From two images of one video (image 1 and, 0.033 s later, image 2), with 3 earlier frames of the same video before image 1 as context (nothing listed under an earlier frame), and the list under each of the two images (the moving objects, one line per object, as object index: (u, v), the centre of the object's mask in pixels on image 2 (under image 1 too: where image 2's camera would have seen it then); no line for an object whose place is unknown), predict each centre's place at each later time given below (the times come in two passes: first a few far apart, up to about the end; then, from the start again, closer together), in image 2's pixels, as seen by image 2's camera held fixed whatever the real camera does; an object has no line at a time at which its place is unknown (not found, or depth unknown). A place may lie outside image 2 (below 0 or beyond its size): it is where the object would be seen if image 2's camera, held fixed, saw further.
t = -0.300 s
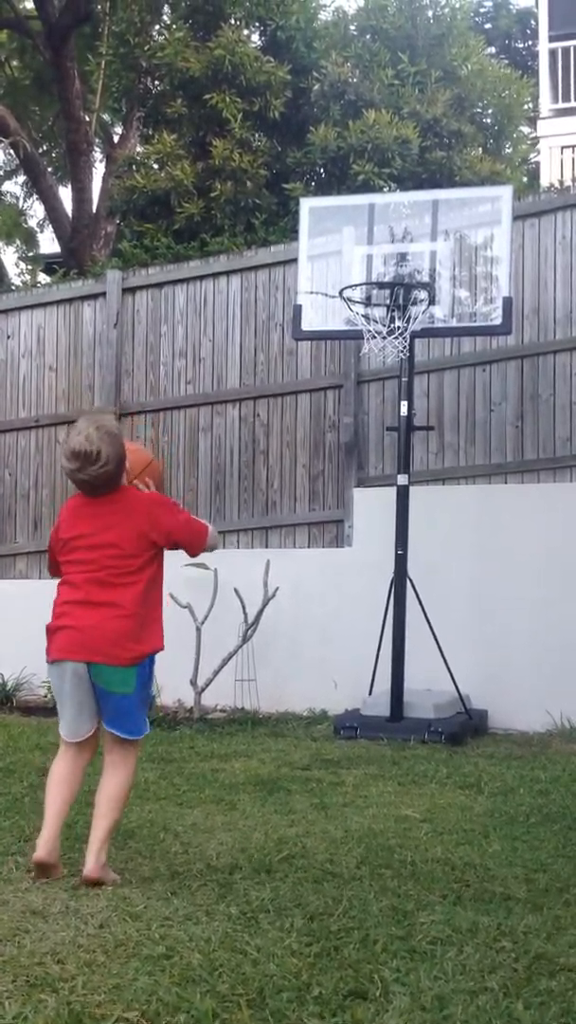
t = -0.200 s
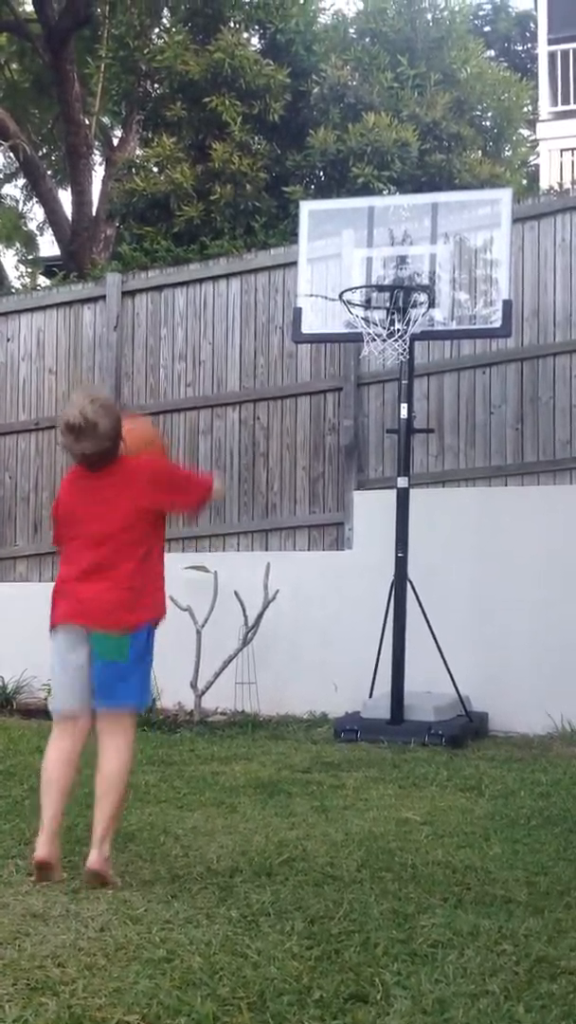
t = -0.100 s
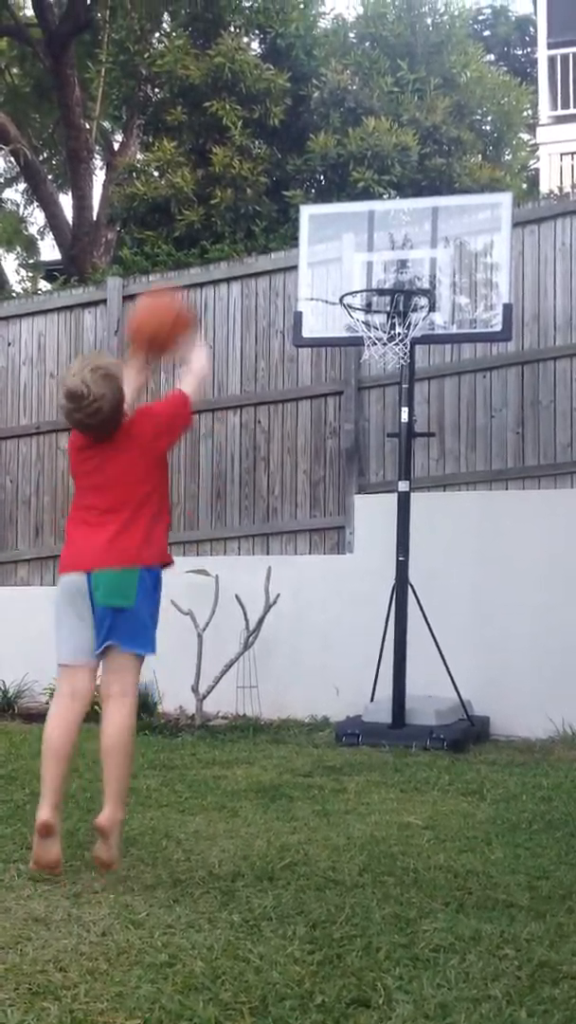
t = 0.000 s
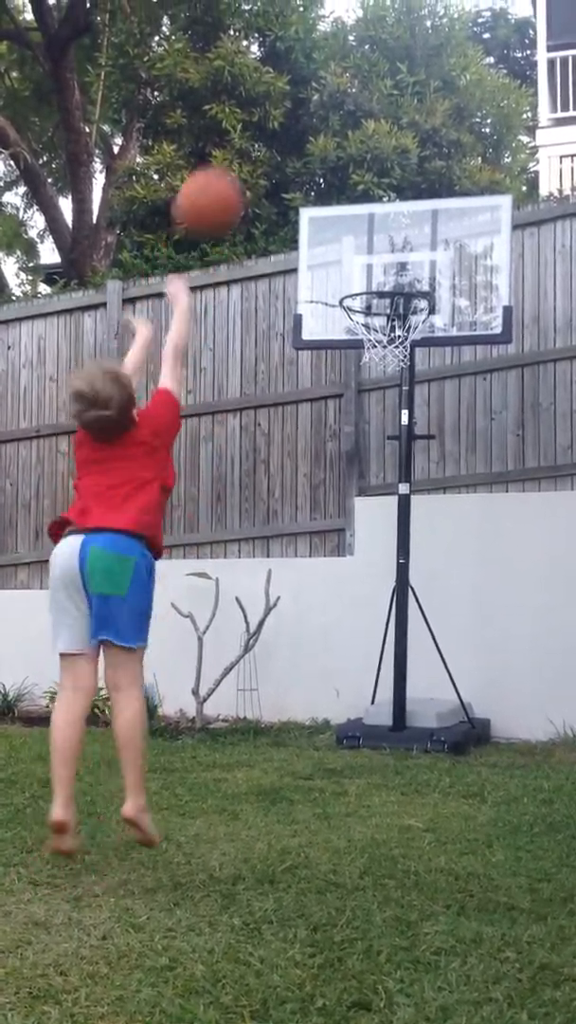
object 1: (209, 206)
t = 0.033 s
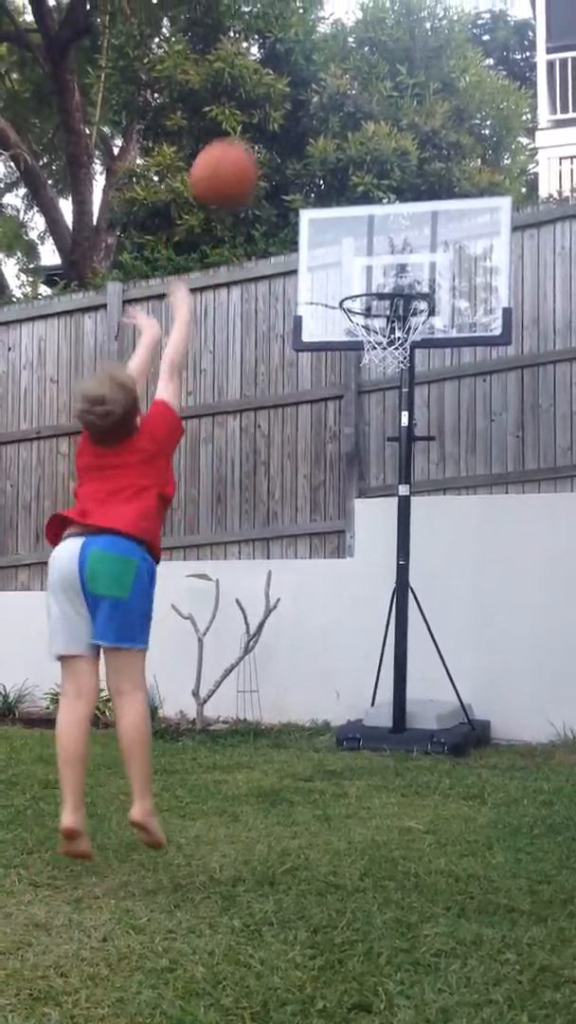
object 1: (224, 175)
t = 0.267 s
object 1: (308, 78)
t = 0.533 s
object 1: (379, 137)
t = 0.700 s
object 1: (415, 237)
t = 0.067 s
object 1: (238, 150)
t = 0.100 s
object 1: (252, 127)
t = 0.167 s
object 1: (277, 97)
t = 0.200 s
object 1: (287, 87)
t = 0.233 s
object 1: (298, 82)
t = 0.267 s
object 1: (308, 78)
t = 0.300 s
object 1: (319, 77)
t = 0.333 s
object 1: (328, 79)
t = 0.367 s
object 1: (338, 84)
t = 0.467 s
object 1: (364, 110)
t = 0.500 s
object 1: (372, 122)
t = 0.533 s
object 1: (379, 137)
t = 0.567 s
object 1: (388, 153)
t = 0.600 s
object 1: (394, 172)
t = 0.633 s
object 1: (402, 192)
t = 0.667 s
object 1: (408, 213)
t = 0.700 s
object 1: (415, 237)
